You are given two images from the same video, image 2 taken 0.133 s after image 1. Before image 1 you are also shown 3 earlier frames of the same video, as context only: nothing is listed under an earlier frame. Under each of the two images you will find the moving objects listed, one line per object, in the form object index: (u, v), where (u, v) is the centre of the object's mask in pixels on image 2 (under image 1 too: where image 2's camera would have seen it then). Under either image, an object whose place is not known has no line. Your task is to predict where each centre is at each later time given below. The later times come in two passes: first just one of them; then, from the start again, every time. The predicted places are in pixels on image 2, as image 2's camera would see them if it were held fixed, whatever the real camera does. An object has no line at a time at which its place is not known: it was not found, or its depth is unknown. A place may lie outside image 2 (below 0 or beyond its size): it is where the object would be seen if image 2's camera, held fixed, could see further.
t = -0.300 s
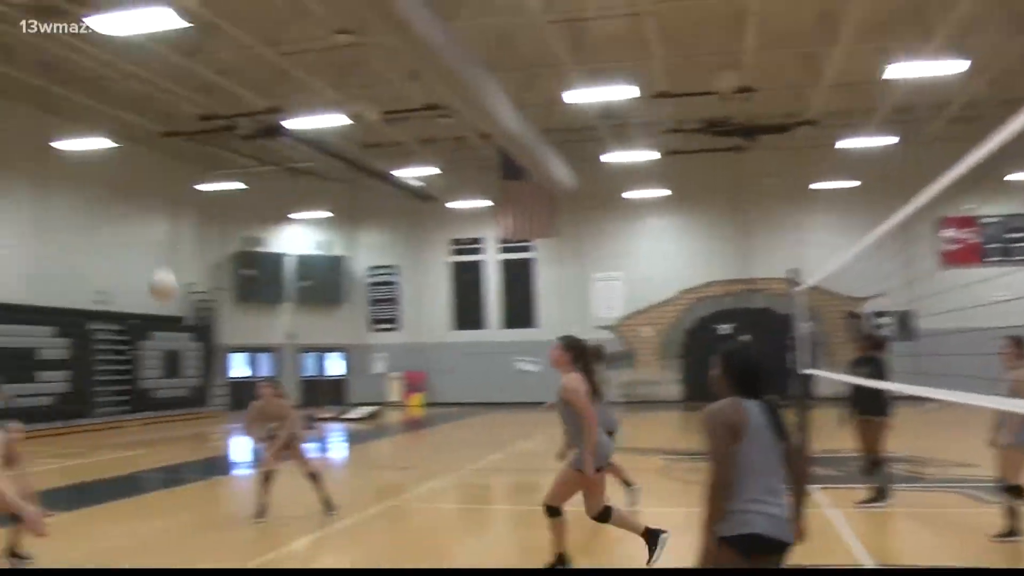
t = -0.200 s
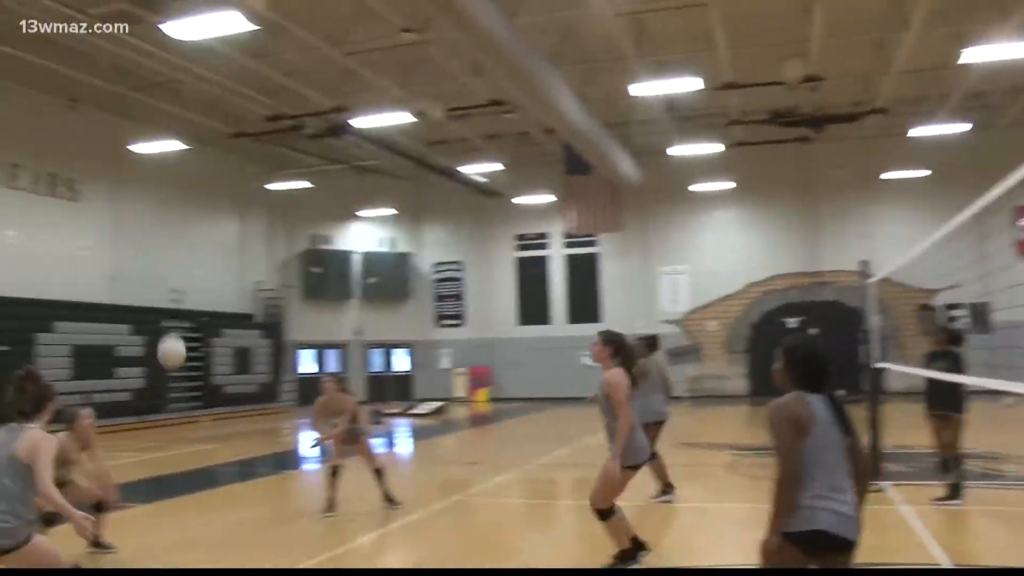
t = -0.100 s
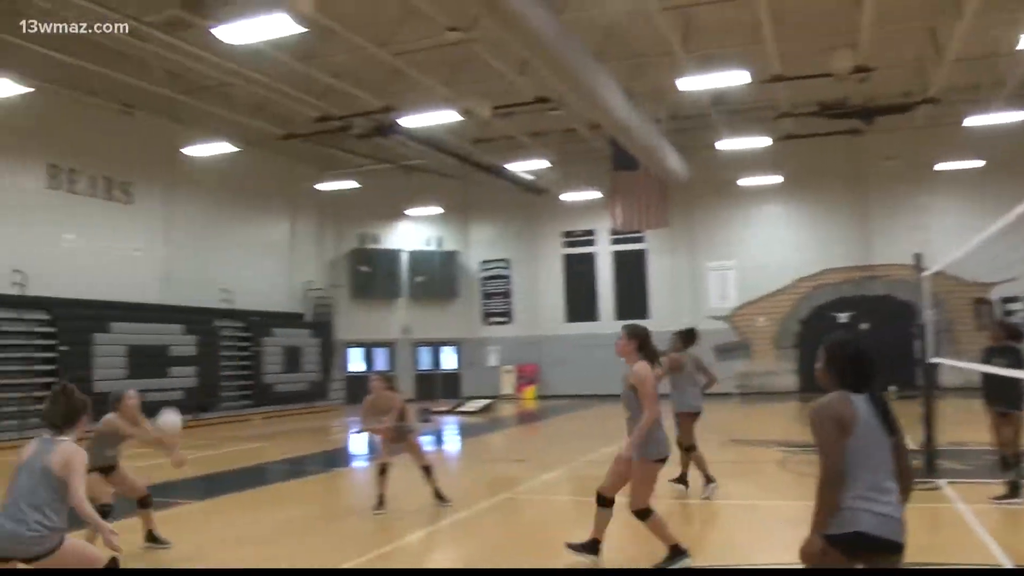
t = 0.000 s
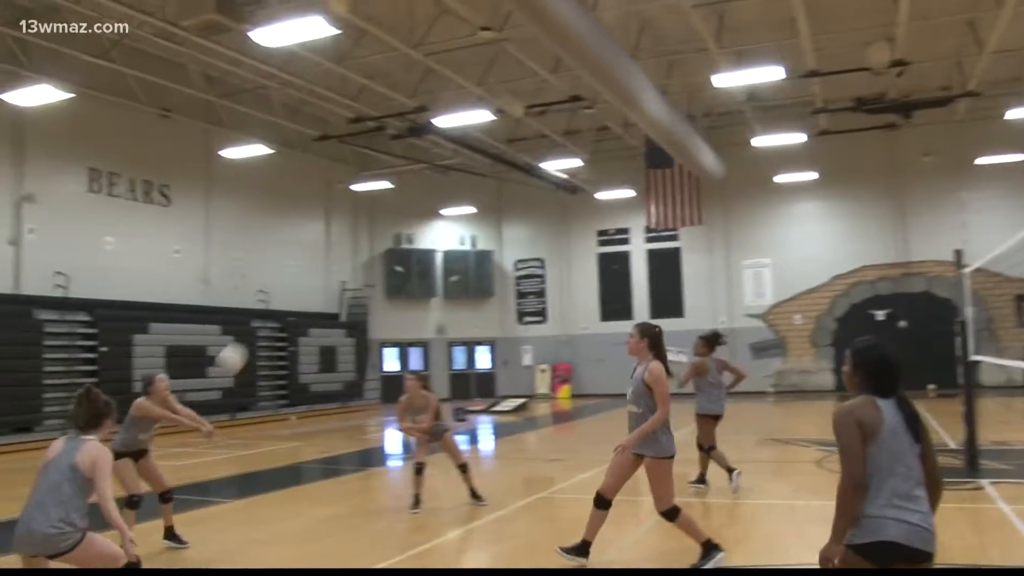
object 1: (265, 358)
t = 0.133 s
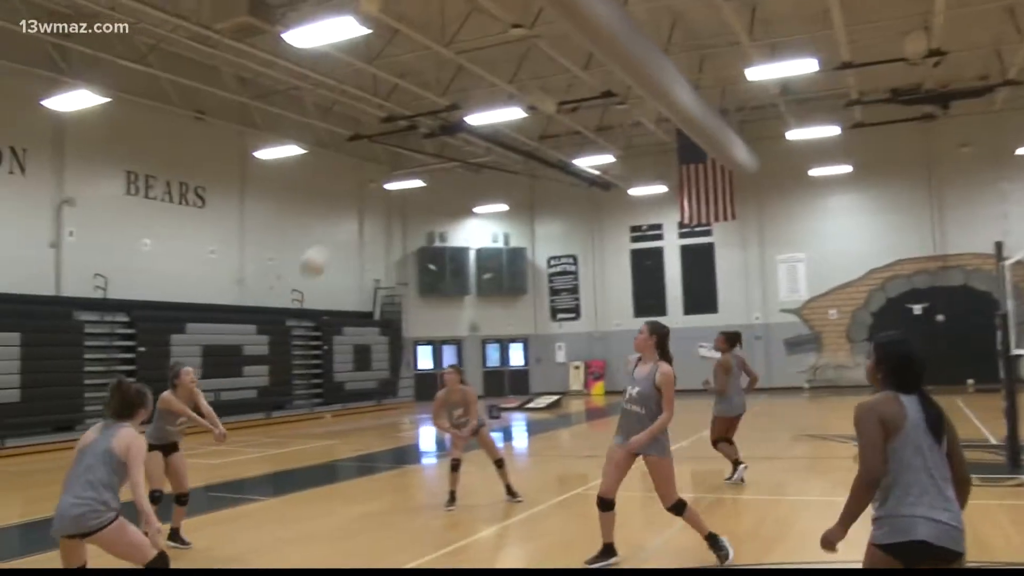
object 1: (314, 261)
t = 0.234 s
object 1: (355, 200)
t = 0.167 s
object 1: (327, 241)
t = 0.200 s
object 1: (342, 220)
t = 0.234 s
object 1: (355, 200)
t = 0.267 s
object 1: (367, 185)
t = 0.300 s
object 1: (379, 169)
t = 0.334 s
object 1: (391, 154)
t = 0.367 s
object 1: (404, 140)
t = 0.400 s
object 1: (417, 128)
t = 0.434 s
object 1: (431, 118)
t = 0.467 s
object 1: (444, 108)
